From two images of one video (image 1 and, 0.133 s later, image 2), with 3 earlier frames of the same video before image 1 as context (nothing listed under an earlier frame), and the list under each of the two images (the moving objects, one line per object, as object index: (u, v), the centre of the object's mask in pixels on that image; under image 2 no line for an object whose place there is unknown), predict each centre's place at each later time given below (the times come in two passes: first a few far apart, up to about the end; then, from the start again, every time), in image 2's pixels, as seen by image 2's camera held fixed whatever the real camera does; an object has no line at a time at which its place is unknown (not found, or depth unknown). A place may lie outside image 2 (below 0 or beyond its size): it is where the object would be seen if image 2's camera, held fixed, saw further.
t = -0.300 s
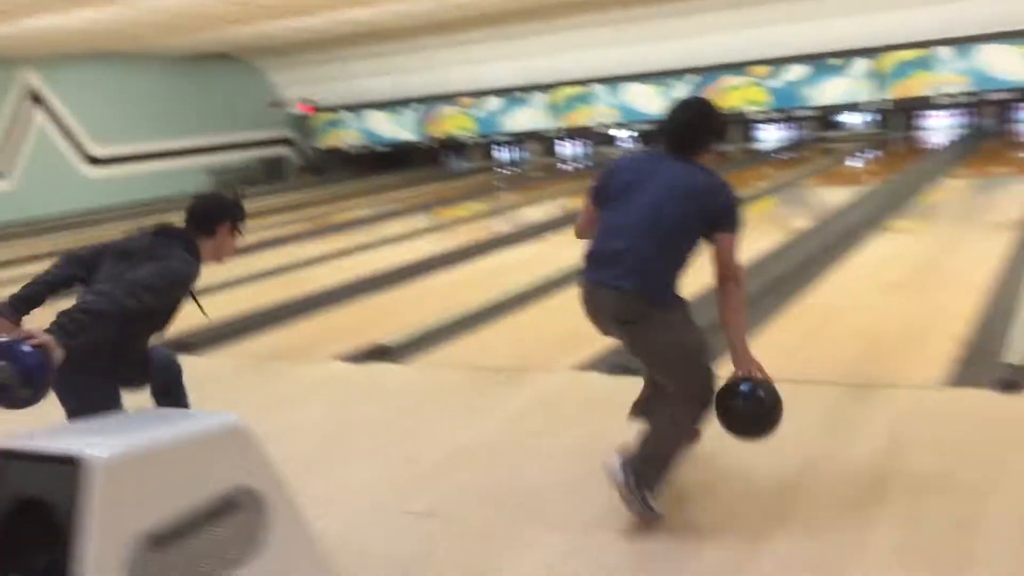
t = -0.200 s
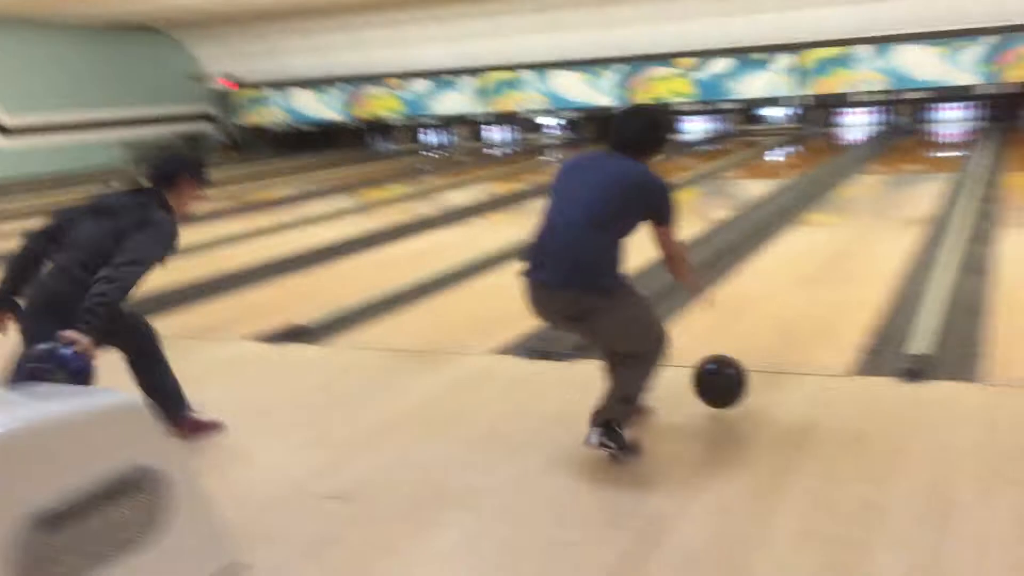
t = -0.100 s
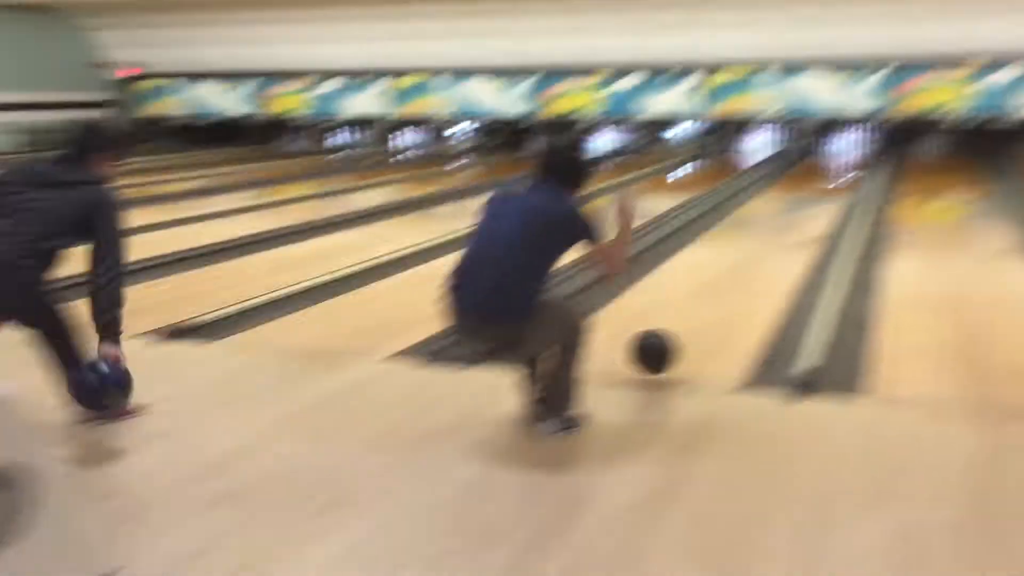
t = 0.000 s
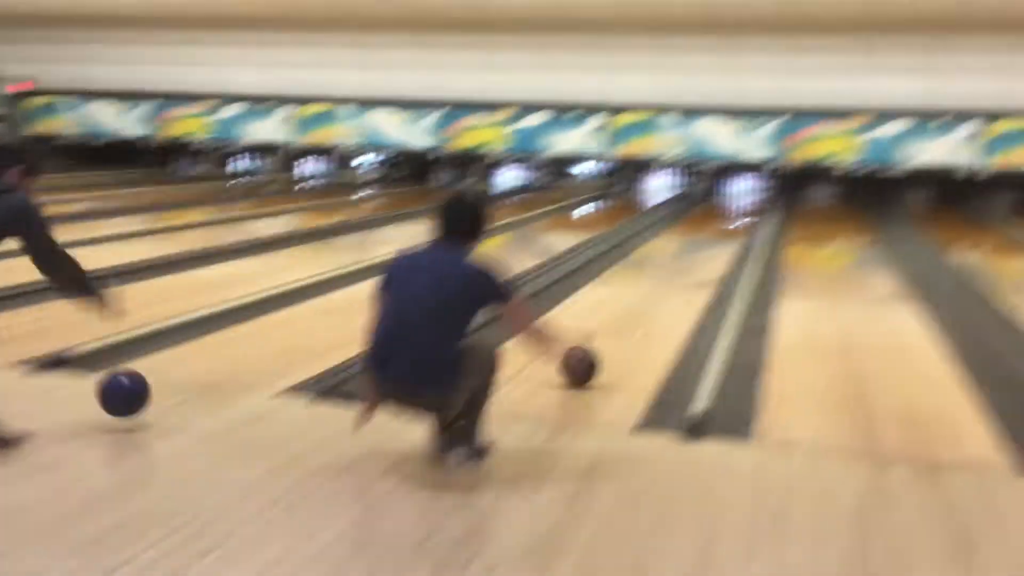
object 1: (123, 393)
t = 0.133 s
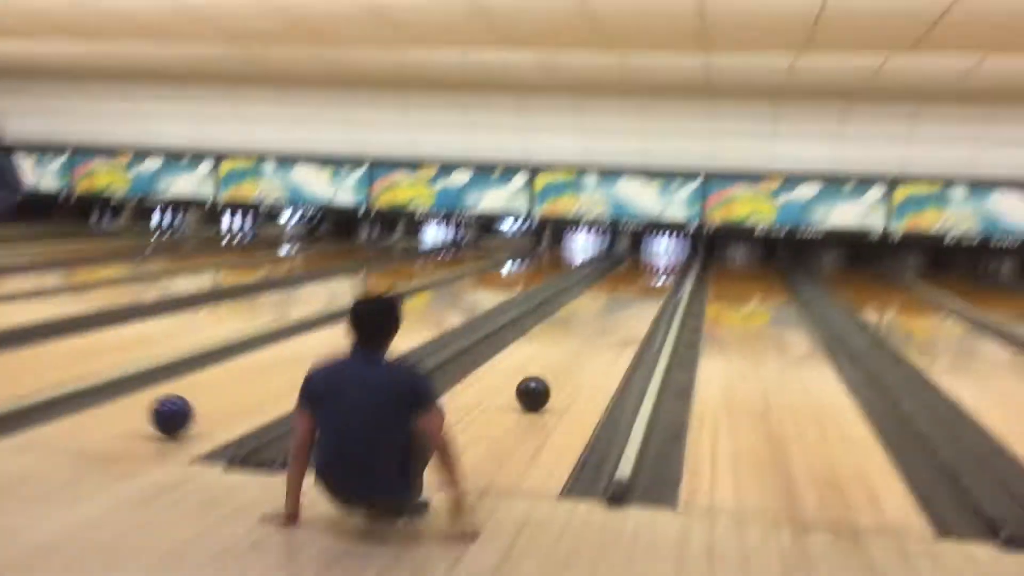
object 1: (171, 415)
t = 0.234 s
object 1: (244, 386)
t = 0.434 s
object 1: (342, 344)
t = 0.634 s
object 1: (404, 317)
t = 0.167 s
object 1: (198, 406)
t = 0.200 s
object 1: (222, 396)
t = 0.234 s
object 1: (244, 386)
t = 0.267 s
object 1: (263, 378)
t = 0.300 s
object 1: (282, 370)
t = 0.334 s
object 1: (299, 363)
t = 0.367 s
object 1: (314, 356)
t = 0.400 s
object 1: (329, 350)
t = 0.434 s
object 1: (342, 344)
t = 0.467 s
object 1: (354, 339)
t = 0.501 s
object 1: (366, 334)
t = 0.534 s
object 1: (376, 329)
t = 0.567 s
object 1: (386, 325)
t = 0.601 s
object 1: (395, 321)
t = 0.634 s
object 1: (404, 317)
